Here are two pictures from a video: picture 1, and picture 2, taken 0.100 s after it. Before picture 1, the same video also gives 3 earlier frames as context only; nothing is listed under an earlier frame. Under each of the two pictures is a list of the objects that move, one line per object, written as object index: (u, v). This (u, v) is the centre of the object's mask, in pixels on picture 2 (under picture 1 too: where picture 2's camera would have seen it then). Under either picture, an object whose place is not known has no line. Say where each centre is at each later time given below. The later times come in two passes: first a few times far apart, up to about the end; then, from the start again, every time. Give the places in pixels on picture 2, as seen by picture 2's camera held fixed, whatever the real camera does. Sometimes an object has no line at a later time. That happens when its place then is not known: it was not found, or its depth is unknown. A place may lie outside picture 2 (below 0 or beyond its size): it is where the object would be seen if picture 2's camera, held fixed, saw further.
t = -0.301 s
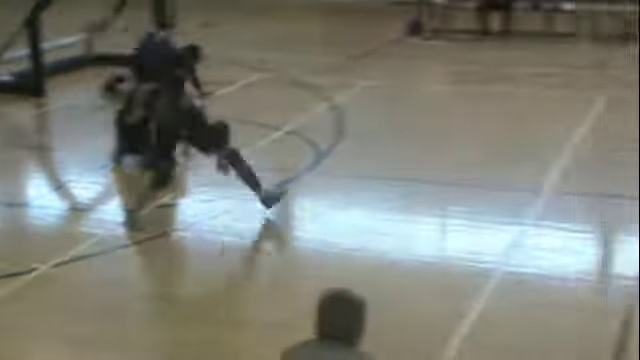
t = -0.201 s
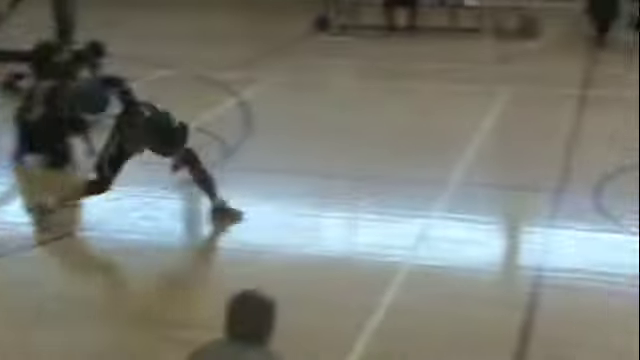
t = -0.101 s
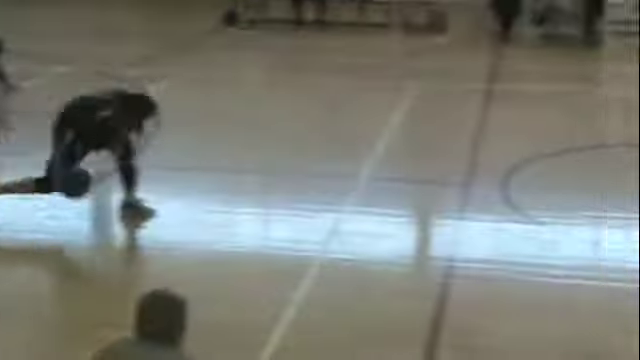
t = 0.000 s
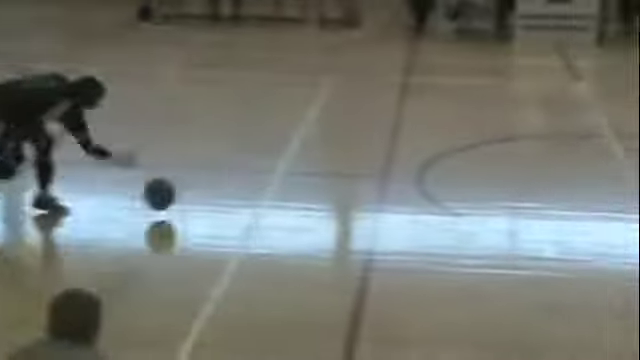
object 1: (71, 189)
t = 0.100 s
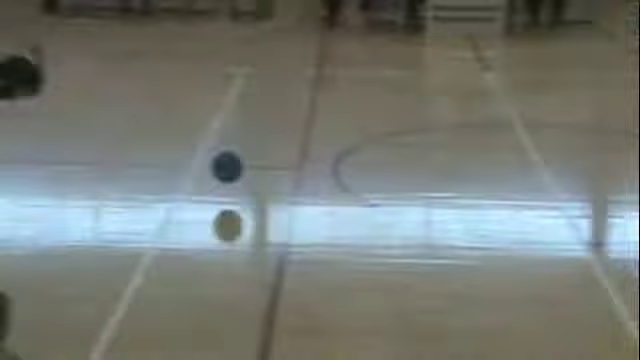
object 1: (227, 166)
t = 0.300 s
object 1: (485, 155)
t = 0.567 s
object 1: (733, 136)
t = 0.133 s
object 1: (276, 162)
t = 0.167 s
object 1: (322, 160)
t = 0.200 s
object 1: (367, 158)
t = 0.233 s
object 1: (410, 159)
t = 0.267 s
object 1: (451, 160)
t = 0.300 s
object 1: (485, 155)
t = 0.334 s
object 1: (519, 147)
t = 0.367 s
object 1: (551, 141)
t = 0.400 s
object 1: (584, 136)
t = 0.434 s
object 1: (615, 134)
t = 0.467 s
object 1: (646, 133)
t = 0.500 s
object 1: (674, 132)
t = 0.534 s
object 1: (705, 133)
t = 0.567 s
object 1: (733, 136)
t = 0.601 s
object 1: (762, 133)
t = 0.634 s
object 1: (788, 127)
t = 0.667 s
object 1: (816, 122)
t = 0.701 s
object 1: (843, 119)
